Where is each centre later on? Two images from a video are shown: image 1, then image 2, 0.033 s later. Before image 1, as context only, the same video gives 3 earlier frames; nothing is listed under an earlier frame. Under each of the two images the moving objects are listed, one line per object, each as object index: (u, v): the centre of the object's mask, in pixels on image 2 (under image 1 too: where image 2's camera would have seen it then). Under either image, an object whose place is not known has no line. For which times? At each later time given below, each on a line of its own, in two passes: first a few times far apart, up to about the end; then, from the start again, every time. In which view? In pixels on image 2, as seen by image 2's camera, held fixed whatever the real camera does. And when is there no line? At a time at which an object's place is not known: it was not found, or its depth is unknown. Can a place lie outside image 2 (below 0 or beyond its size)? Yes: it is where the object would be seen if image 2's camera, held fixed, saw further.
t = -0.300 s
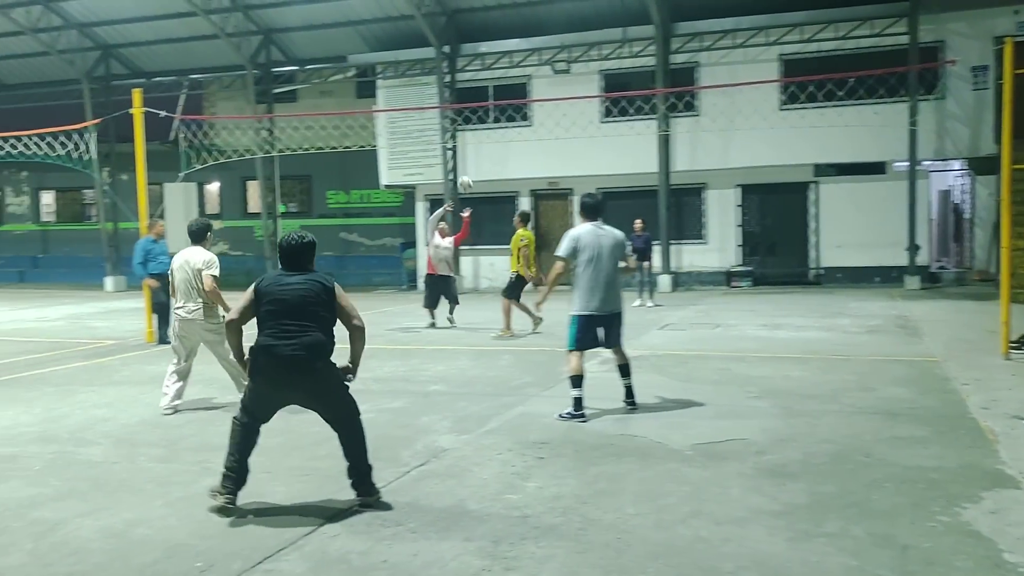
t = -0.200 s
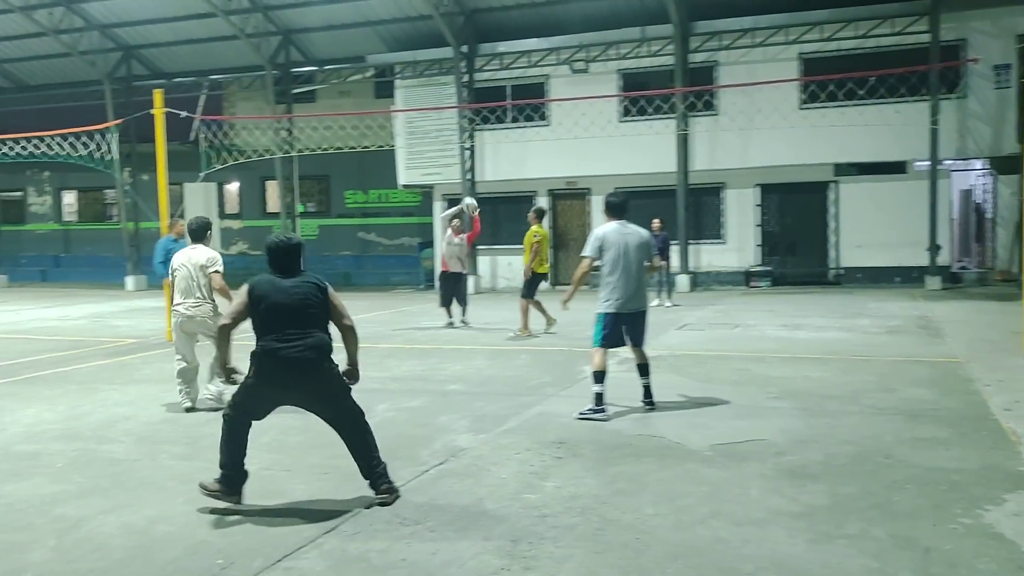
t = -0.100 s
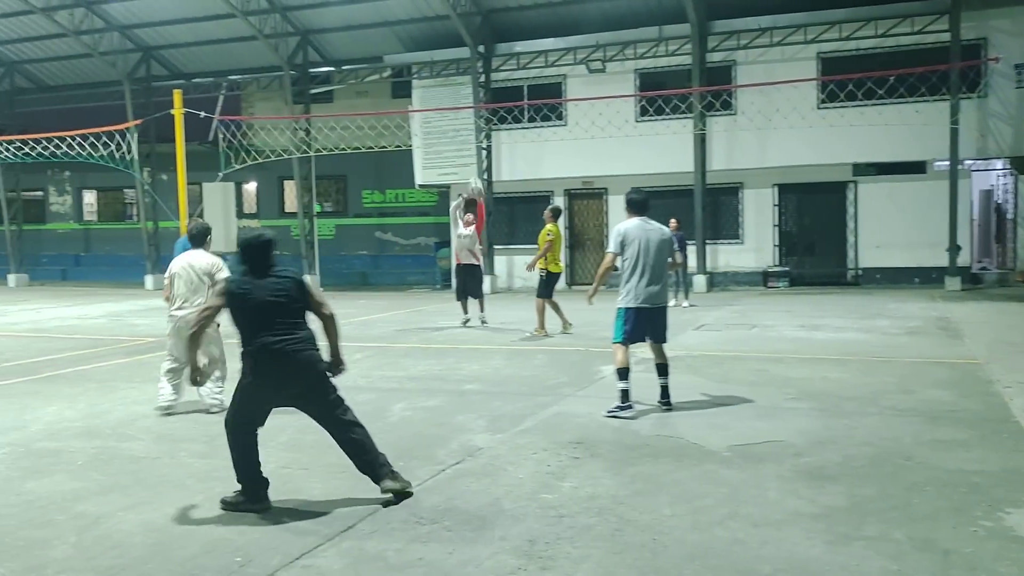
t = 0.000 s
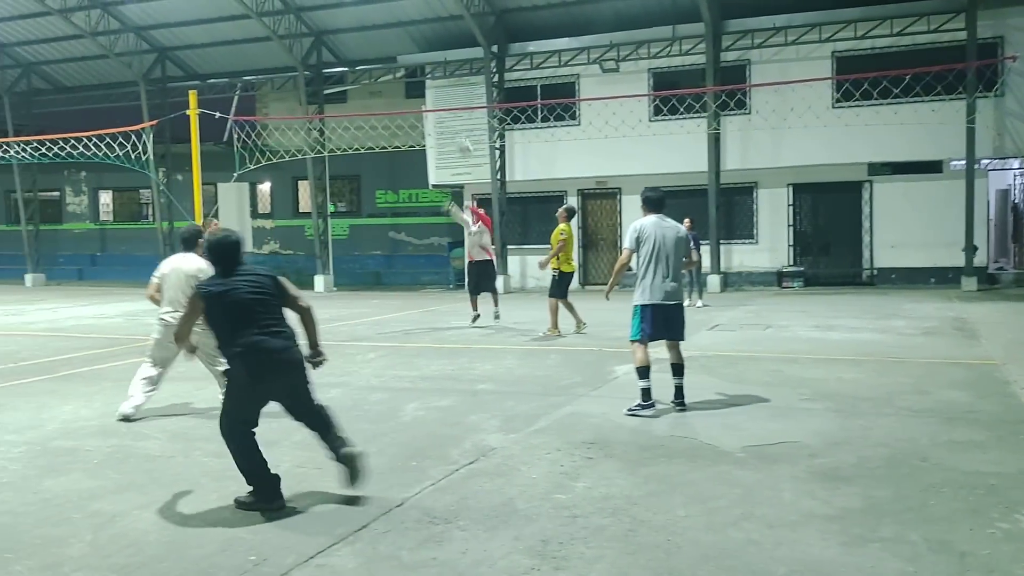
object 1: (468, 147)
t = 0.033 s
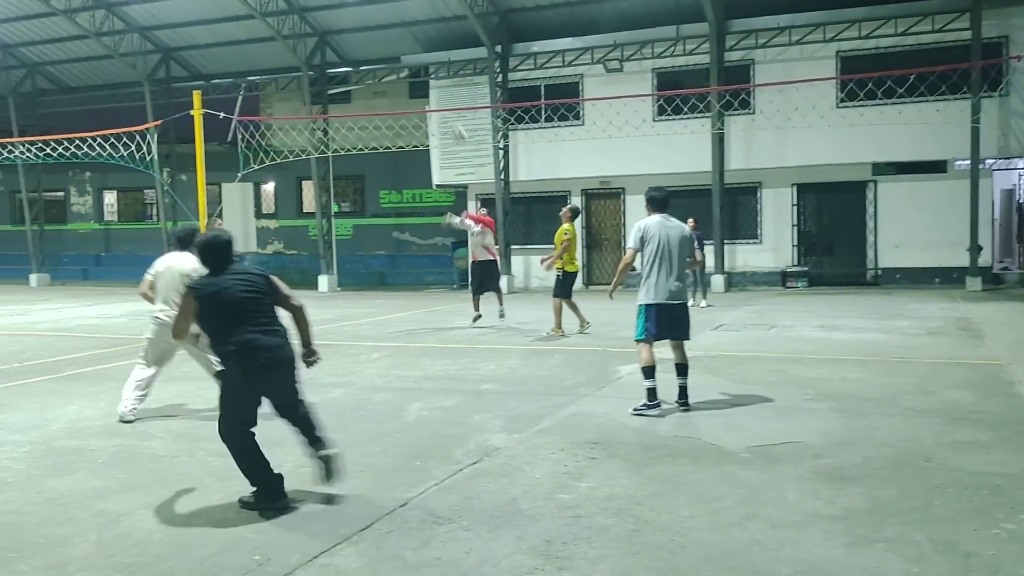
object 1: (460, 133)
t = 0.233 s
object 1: (399, 69)
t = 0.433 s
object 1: (332, 27)
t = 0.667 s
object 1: (235, 18)
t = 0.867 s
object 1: (133, 58)
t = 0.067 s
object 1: (448, 123)
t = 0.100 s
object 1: (439, 110)
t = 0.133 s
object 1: (429, 99)
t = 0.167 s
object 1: (420, 88)
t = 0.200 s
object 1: (409, 79)
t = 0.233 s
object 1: (399, 69)
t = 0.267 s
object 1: (389, 61)
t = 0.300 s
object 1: (378, 53)
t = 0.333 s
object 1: (367, 45)
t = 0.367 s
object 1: (355, 38)
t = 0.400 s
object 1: (344, 32)
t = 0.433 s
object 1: (332, 27)
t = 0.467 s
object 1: (320, 23)
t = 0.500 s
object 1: (307, 20)
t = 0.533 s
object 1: (294, 17)
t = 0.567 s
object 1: (279, 15)
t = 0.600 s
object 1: (265, 15)
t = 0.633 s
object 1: (250, 16)
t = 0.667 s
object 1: (235, 18)
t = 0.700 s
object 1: (219, 21)
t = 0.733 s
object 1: (203, 26)
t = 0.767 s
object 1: (186, 32)
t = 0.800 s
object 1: (169, 38)
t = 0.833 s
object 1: (151, 48)
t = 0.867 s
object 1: (133, 58)
